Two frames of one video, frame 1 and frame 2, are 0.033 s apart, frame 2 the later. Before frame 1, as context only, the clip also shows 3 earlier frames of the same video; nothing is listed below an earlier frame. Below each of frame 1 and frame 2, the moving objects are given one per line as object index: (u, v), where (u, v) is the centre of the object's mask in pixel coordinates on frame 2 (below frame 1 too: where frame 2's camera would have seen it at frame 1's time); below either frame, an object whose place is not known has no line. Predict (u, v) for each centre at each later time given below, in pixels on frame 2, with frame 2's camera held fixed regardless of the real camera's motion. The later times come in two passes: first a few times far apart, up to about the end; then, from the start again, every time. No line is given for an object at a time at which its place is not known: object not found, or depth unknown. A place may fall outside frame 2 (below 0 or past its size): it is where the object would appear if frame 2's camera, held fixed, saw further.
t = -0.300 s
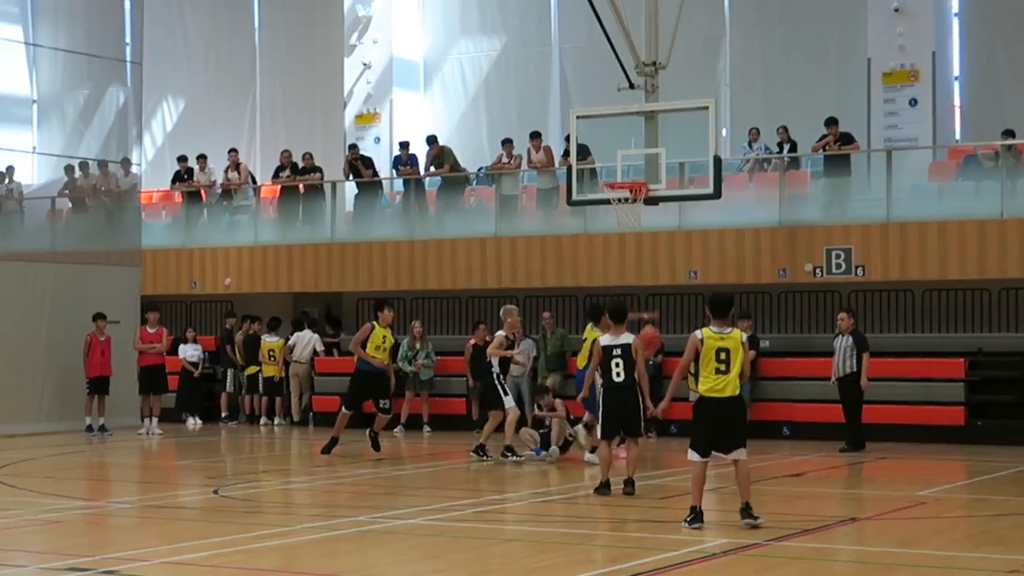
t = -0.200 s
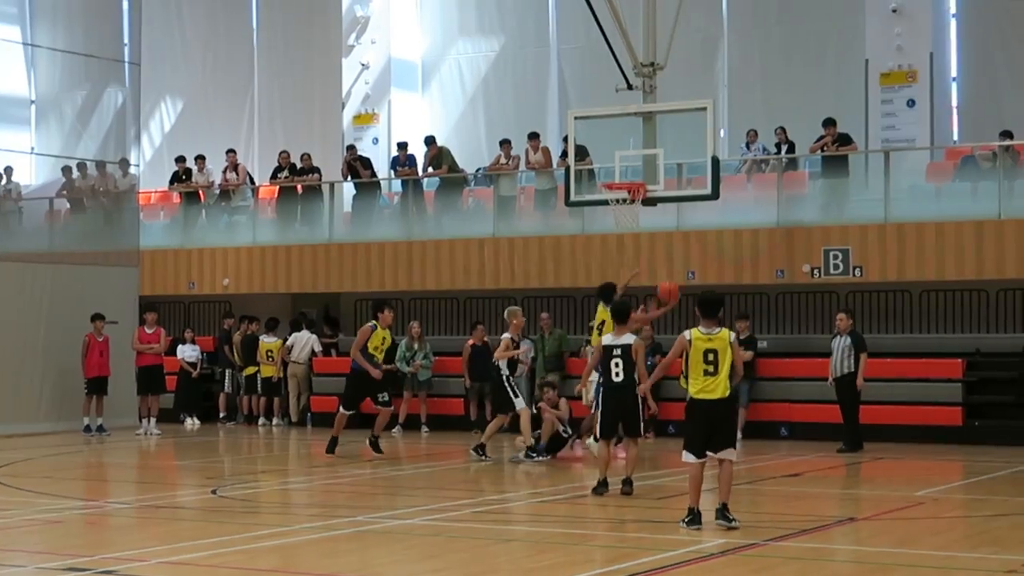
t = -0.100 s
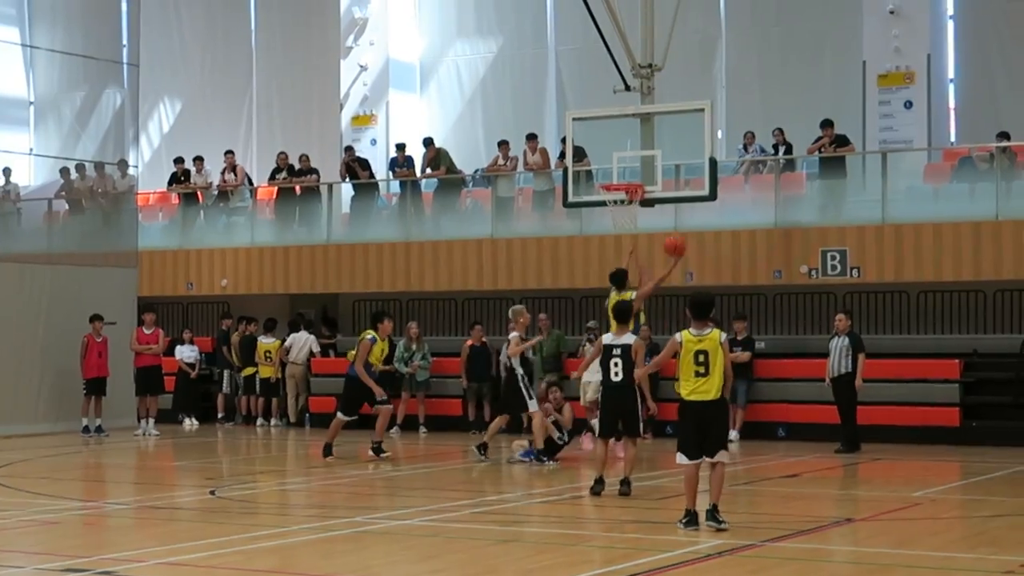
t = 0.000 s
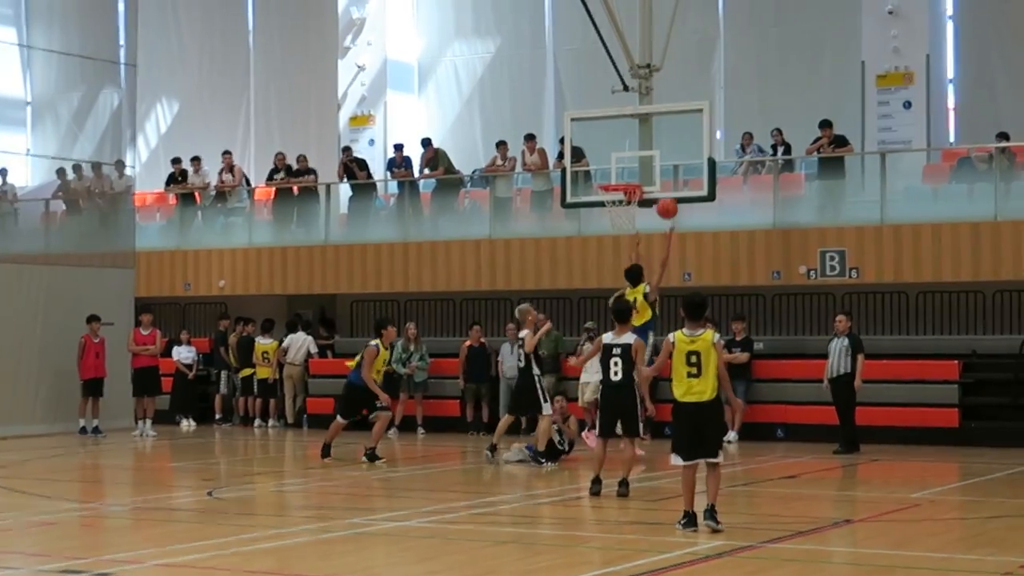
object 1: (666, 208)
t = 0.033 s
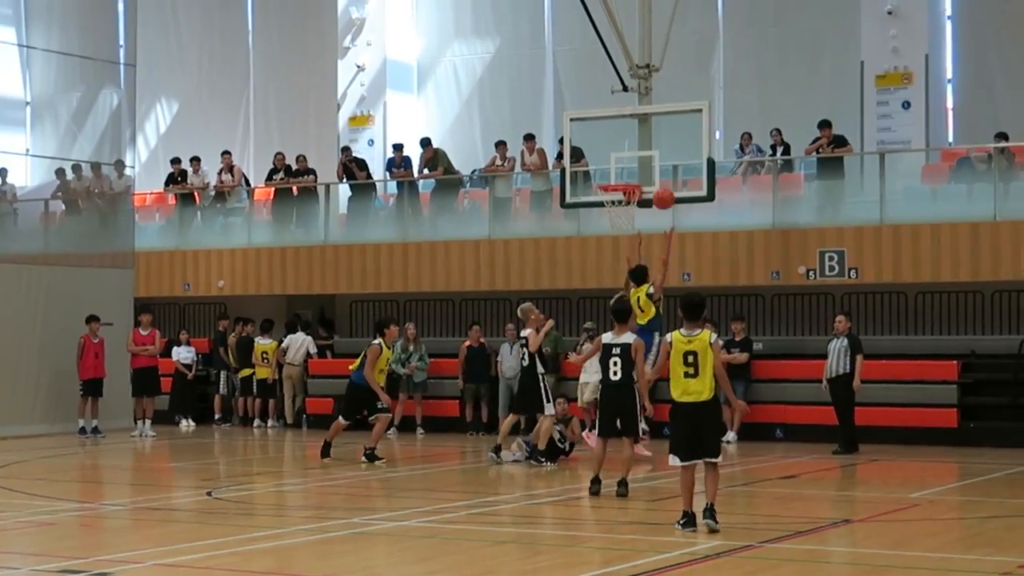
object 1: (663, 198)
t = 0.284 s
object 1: (645, 156)
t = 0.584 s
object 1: (616, 166)
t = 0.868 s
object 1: (627, 197)
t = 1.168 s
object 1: (623, 269)
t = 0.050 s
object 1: (662, 193)
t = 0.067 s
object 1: (661, 189)
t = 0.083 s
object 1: (660, 185)
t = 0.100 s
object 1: (658, 181)
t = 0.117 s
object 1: (657, 177)
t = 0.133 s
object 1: (656, 174)
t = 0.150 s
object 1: (655, 171)
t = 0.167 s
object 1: (653, 168)
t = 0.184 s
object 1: (652, 165)
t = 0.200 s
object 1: (651, 163)
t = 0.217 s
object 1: (649, 161)
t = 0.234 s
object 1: (648, 160)
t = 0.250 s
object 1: (647, 158)
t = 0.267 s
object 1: (646, 157)
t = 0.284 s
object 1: (645, 156)
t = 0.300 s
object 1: (643, 155)
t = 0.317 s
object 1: (642, 154)
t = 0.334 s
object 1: (641, 154)
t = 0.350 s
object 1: (640, 153)
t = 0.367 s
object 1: (638, 154)
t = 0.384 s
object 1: (637, 153)
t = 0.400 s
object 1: (635, 153)
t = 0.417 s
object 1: (634, 153)
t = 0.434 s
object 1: (632, 153)
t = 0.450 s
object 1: (630, 153)
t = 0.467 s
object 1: (628, 154)
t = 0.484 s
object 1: (626, 155)
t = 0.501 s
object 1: (625, 156)
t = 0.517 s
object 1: (623, 158)
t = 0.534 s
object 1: (621, 160)
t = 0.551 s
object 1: (619, 161)
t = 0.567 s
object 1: (618, 163)
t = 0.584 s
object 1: (616, 166)
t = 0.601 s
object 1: (614, 168)
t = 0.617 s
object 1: (612, 171)
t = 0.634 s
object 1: (611, 175)
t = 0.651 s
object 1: (609, 177)
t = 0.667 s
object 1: (607, 179)
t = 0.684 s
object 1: (609, 182)
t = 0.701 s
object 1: (611, 183)
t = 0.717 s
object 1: (614, 184)
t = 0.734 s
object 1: (618, 185)
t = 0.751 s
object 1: (621, 186)
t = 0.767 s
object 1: (624, 189)
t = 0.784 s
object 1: (627, 191)
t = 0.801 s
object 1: (627, 192)
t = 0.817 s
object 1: (625, 193)
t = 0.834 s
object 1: (628, 194)
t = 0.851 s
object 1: (628, 196)
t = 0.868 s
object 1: (627, 197)
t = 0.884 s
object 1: (628, 199)
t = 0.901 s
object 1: (627, 205)
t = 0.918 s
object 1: (627, 206)
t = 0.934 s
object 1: (626, 210)
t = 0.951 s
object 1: (627, 214)
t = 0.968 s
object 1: (626, 216)
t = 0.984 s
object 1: (626, 218)
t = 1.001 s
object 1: (626, 223)
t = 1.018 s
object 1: (625, 226)
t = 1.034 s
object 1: (625, 230)
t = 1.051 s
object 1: (625, 234)
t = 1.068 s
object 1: (625, 238)
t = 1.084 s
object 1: (625, 243)
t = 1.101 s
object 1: (624, 248)
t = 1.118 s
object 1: (624, 253)
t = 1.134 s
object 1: (624, 258)
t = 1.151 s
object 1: (623, 263)
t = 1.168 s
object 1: (623, 269)
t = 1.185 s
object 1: (623, 275)
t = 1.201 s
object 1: (623, 281)
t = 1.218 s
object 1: (623, 287)
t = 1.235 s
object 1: (624, 292)
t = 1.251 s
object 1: (623, 300)
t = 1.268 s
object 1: (622, 308)
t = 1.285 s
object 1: (620, 316)
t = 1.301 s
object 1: (621, 322)
